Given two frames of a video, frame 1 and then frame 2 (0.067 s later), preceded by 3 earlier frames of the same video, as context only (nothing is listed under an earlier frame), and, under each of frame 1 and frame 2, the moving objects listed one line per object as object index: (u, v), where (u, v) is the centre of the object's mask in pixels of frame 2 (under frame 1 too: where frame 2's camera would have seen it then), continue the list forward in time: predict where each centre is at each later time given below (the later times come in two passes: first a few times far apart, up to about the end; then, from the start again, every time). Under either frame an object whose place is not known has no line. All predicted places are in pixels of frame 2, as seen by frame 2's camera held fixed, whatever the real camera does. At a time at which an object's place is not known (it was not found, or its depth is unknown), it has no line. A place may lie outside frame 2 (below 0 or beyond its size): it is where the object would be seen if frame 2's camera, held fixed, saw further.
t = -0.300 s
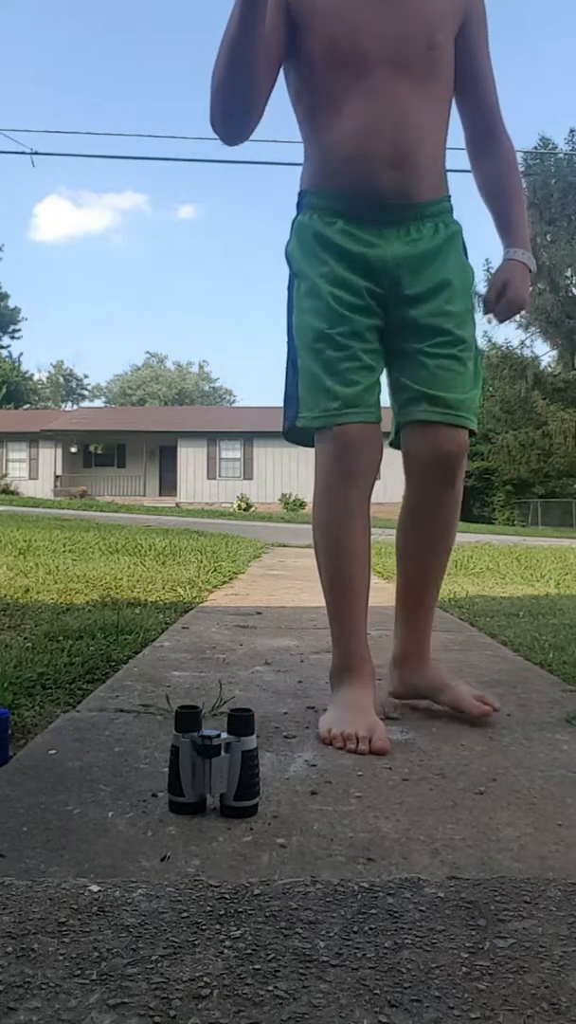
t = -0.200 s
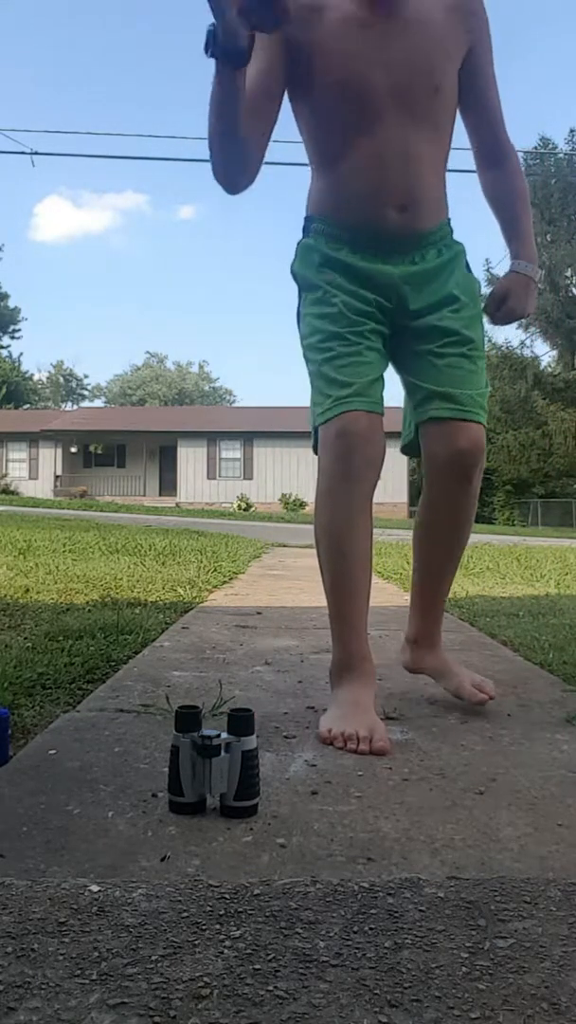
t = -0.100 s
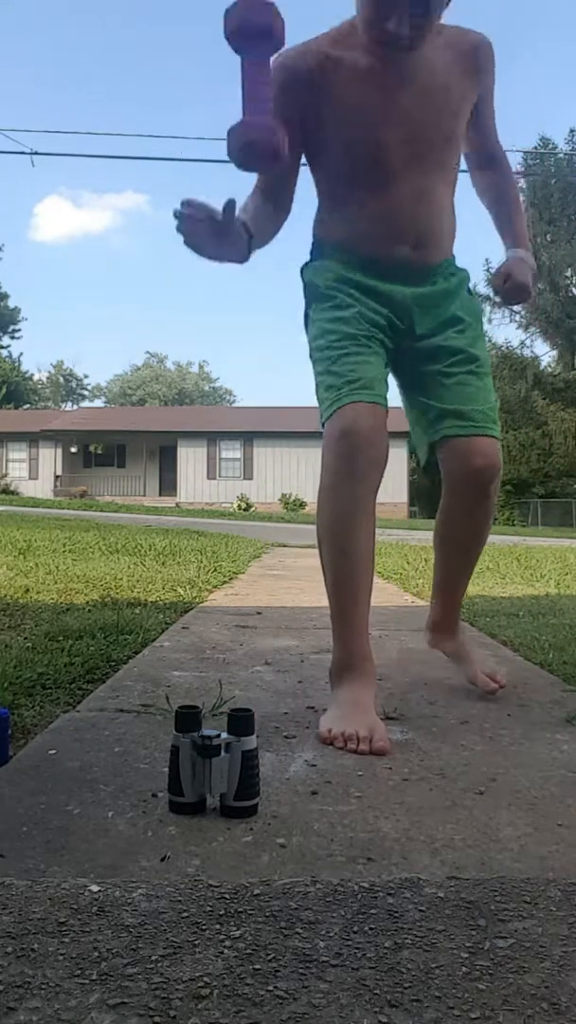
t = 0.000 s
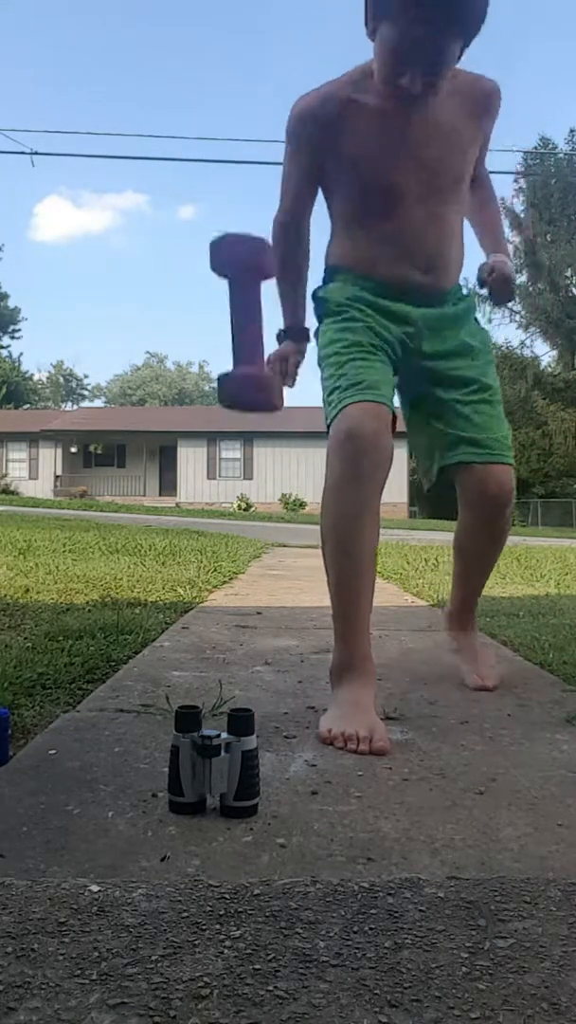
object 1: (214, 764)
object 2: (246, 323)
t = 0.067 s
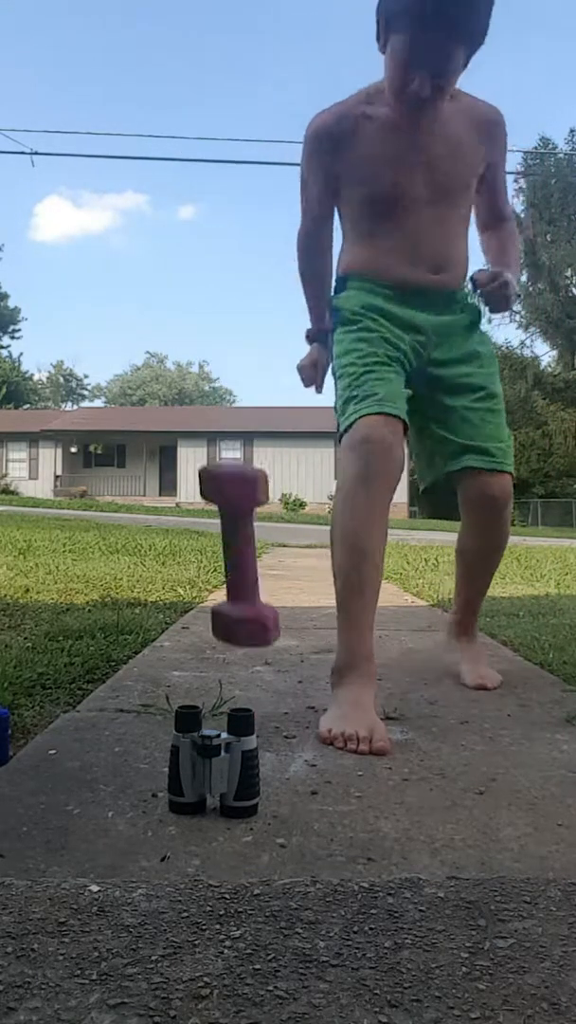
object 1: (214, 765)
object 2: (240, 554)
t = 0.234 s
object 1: (307, 751)
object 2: (277, 622)
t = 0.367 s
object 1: (346, 761)
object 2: (326, 829)
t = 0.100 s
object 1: (219, 766)
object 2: (241, 638)
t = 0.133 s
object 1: (244, 743)
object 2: (247, 609)
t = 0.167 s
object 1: (266, 736)
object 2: (251, 600)
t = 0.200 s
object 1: (286, 739)
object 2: (260, 607)
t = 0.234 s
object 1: (307, 751)
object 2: (277, 622)
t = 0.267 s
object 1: (334, 759)
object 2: (292, 647)
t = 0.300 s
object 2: (307, 687)
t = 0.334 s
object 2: (317, 740)
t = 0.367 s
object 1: (346, 761)
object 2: (326, 829)
